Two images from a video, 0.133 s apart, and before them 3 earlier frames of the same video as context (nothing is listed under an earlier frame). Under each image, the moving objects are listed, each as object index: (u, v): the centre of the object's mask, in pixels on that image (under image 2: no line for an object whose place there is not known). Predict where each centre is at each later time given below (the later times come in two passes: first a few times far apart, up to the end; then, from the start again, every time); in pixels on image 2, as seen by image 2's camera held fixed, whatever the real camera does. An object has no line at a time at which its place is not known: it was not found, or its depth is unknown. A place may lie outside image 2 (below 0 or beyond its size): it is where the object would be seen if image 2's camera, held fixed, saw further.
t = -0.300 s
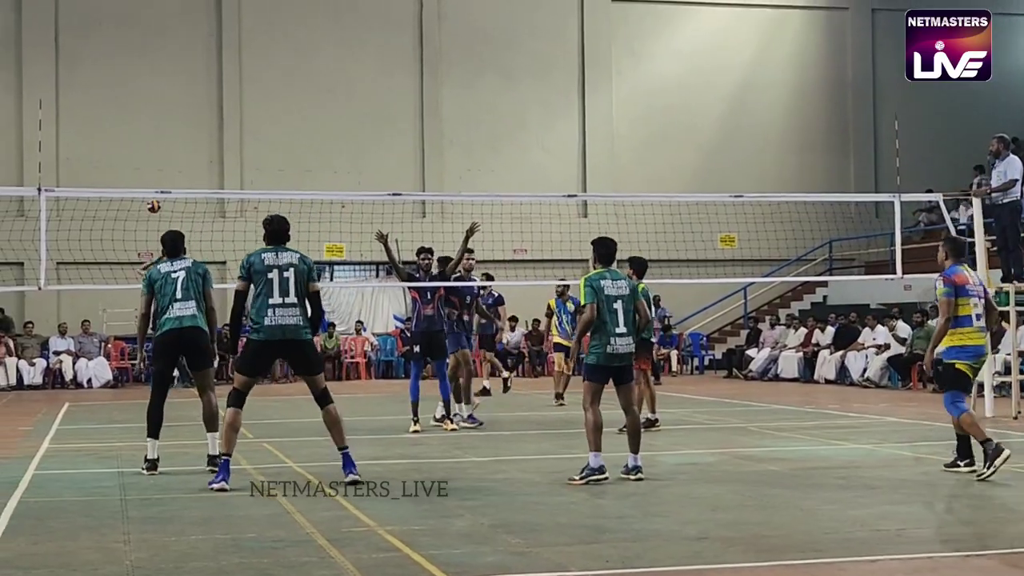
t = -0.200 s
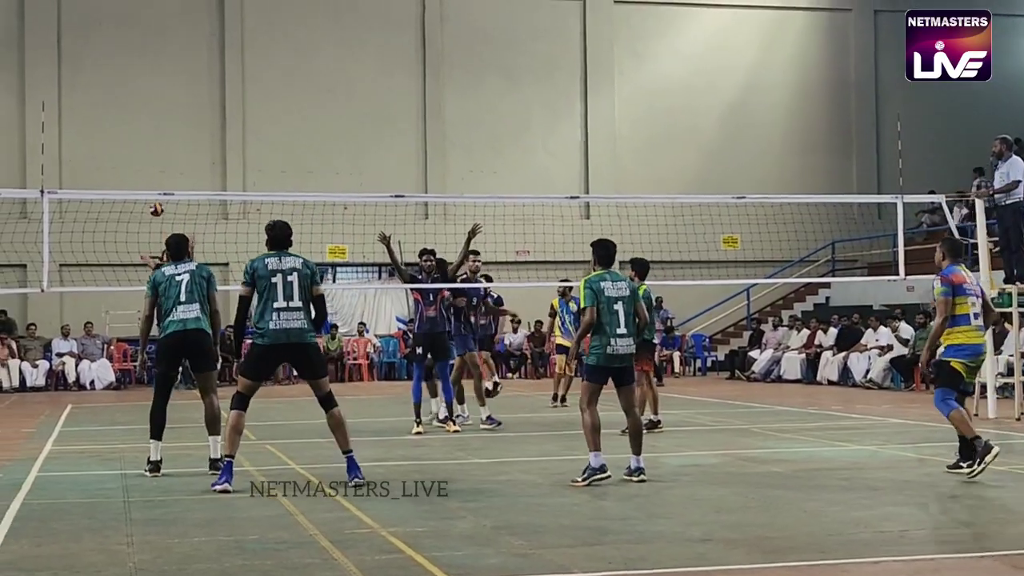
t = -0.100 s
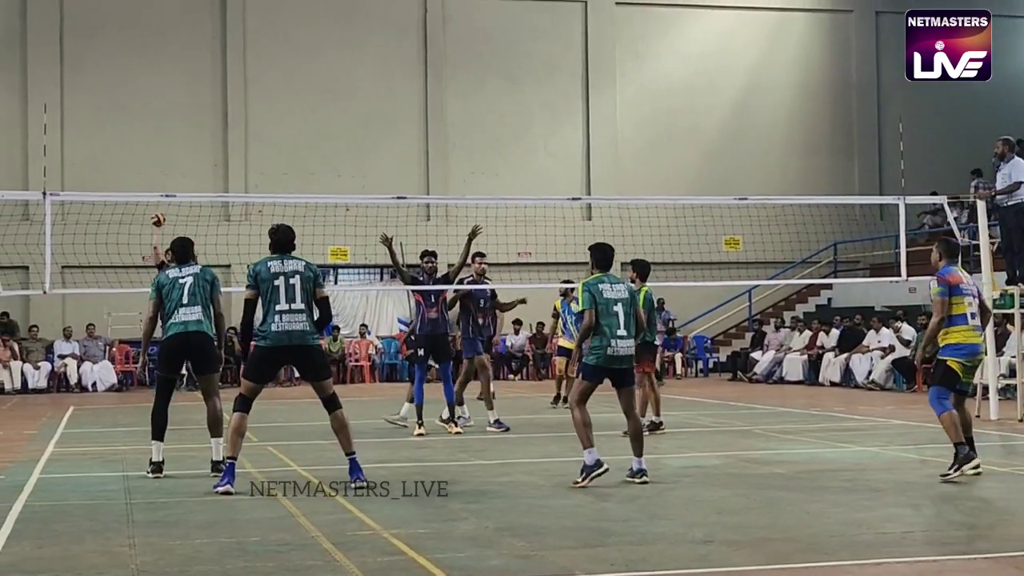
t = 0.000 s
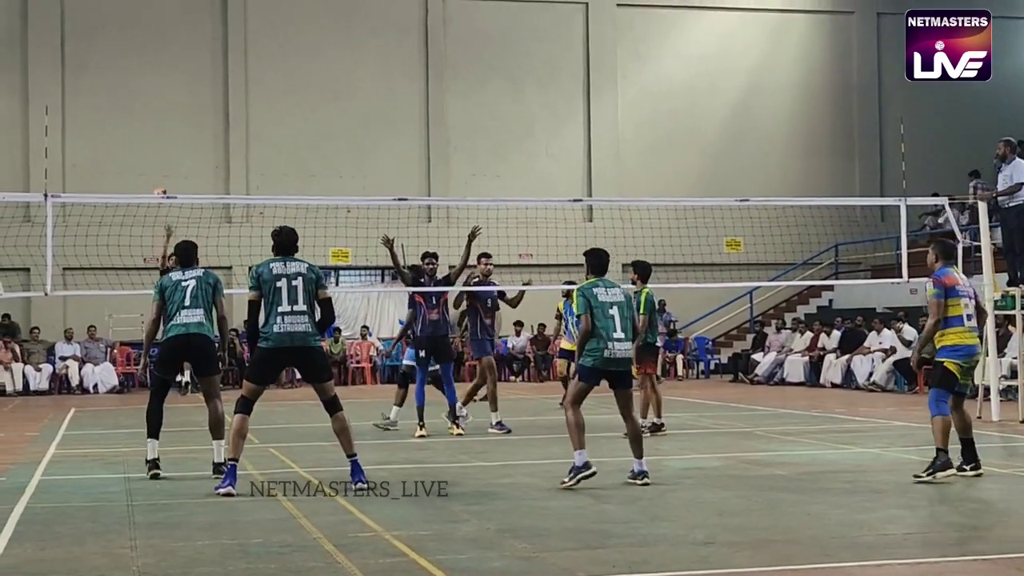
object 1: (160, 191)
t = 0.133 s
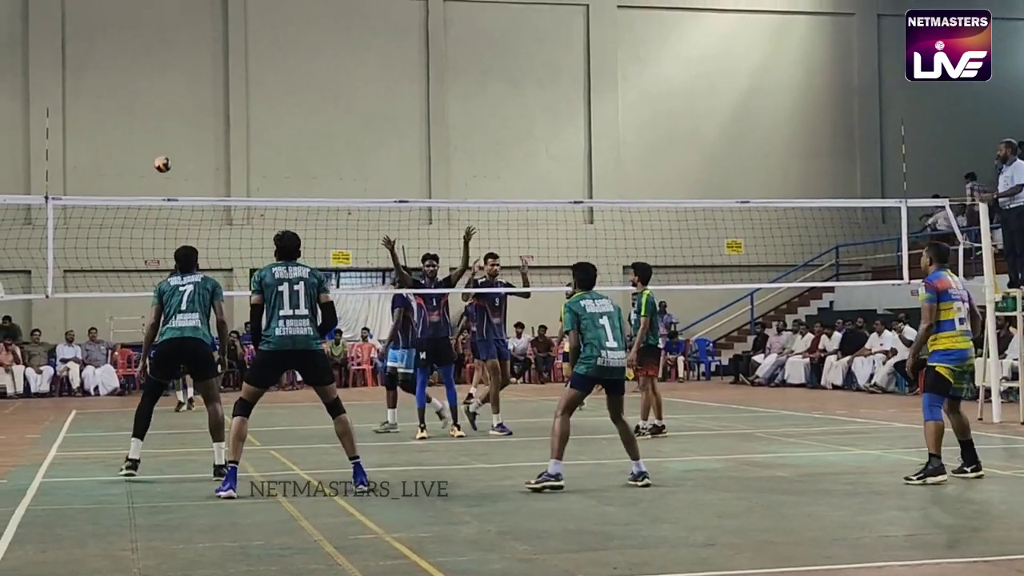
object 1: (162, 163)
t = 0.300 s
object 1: (162, 131)
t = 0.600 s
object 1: (165, 130)
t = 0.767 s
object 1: (171, 181)
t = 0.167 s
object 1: (162, 156)
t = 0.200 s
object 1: (162, 148)
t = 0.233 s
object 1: (162, 142)
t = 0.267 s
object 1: (162, 136)
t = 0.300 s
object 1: (162, 131)
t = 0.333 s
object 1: (162, 127)
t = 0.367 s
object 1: (163, 123)
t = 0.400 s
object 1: (163, 120)
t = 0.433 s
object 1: (163, 120)
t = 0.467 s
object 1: (163, 120)
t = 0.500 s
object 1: (163, 121)
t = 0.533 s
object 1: (163, 122)
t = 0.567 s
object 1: (164, 125)
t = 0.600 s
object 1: (165, 130)
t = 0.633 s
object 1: (165, 137)
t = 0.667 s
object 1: (166, 145)
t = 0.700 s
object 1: (167, 154)
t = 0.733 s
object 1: (169, 167)
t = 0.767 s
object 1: (171, 181)
